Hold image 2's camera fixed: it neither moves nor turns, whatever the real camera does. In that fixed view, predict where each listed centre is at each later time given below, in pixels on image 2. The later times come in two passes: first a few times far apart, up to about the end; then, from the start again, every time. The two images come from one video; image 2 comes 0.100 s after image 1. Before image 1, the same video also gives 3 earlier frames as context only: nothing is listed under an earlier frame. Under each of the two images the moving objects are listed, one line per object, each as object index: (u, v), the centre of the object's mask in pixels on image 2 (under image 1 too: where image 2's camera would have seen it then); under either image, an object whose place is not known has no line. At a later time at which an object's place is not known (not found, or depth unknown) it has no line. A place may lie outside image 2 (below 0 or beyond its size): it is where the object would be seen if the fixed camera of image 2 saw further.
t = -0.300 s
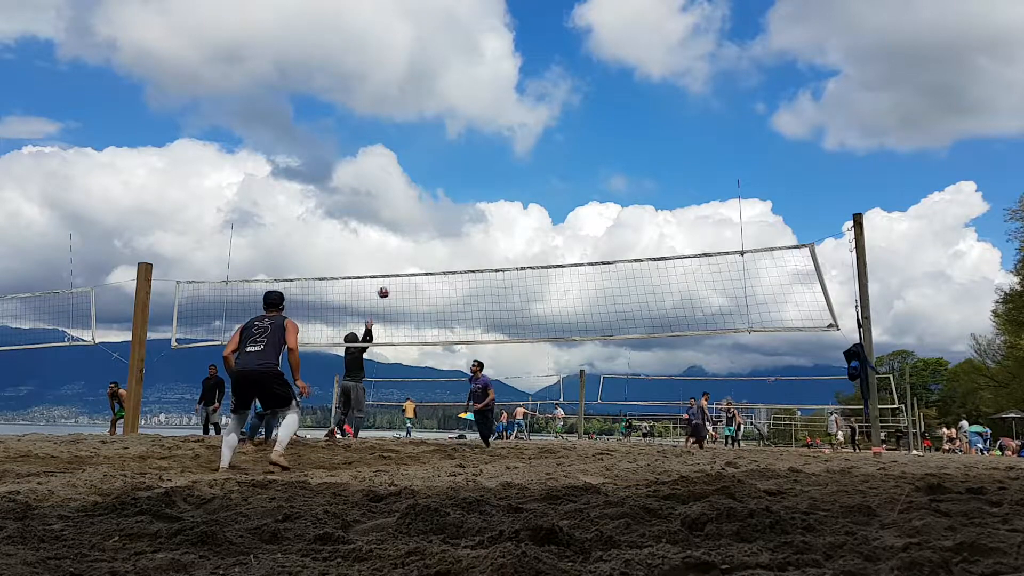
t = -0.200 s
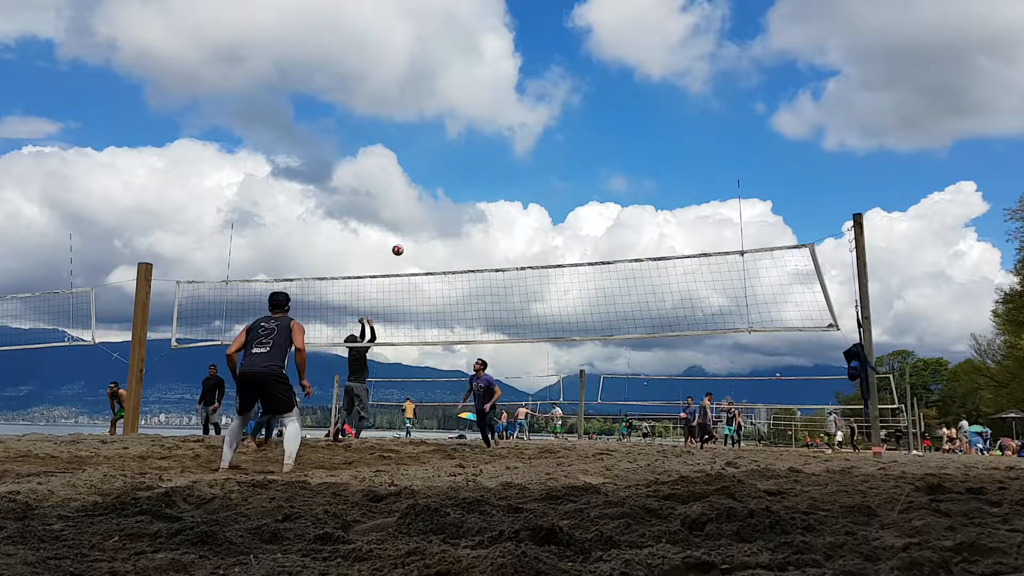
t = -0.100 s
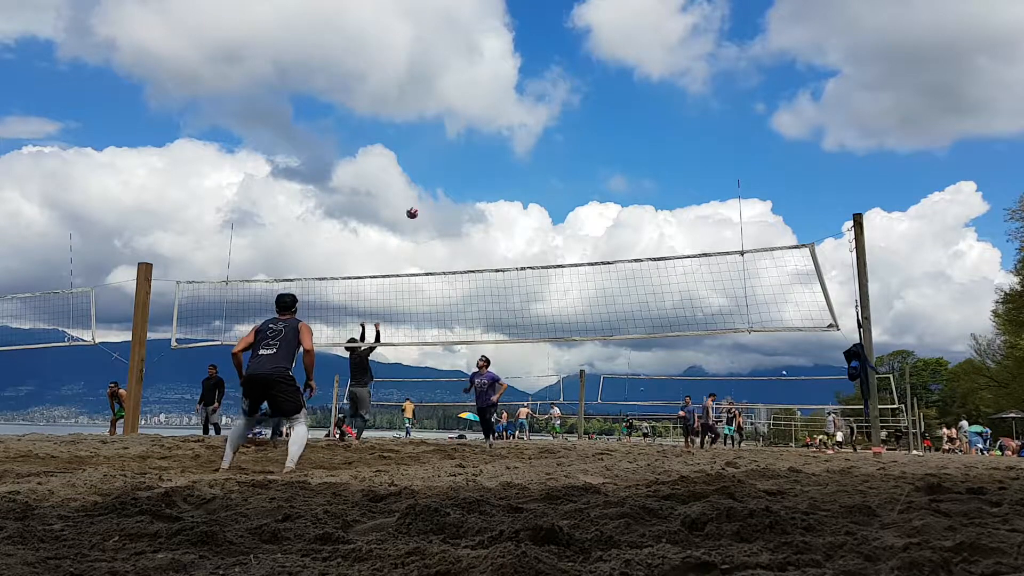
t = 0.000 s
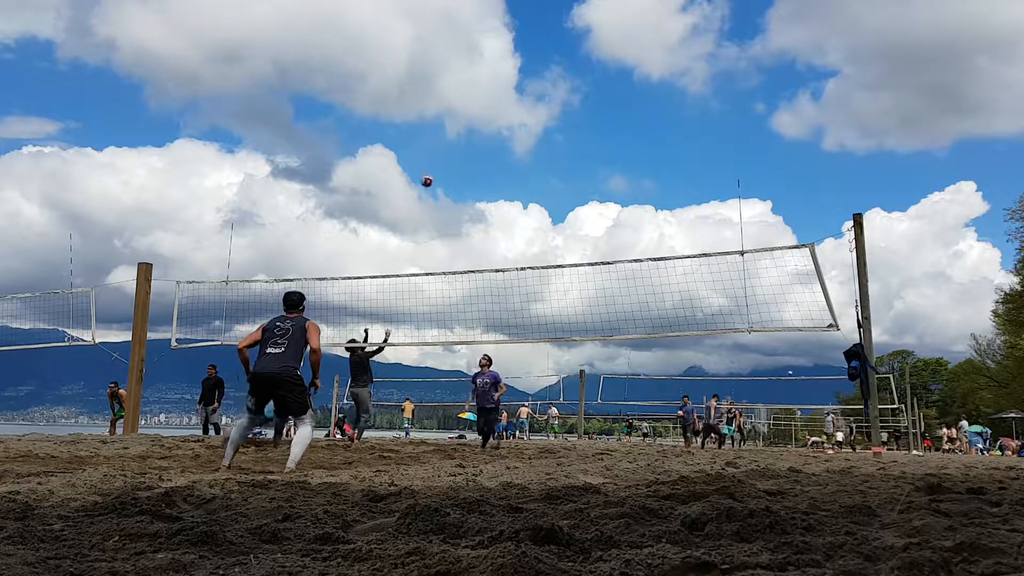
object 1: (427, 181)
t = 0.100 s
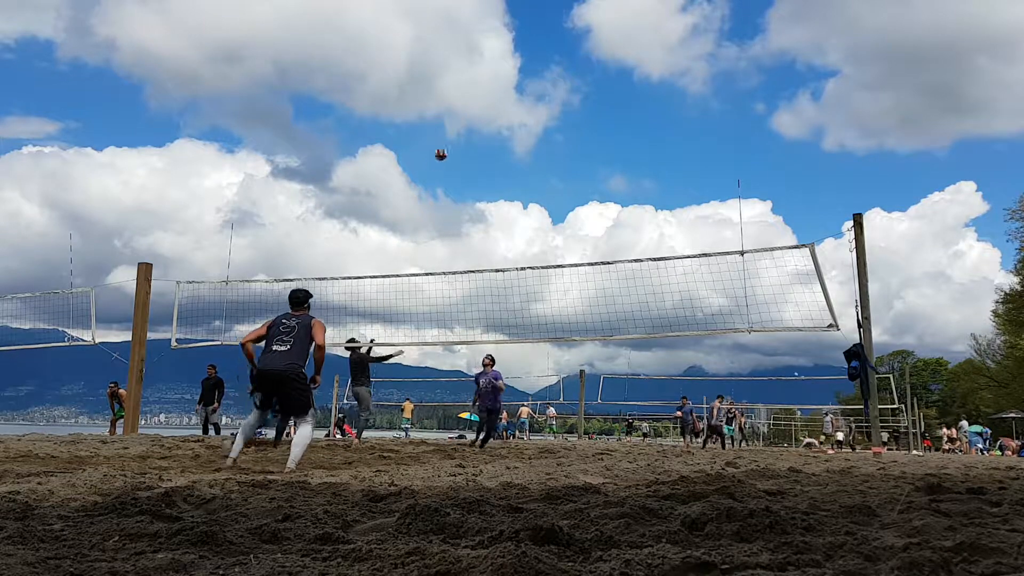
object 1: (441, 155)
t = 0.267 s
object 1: (465, 121)
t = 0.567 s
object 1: (509, 99)
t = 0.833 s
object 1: (550, 123)
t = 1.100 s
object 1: (591, 191)
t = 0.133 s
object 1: (445, 146)
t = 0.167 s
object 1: (450, 140)
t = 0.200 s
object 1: (455, 133)
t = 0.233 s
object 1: (460, 127)
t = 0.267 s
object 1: (465, 121)
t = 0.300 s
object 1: (470, 117)
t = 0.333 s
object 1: (475, 112)
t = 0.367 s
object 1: (480, 108)
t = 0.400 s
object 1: (485, 105)
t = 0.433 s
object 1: (490, 103)
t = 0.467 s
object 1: (494, 101)
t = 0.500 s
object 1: (499, 100)
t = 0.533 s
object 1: (504, 99)
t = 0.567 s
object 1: (509, 99)
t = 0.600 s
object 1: (514, 100)
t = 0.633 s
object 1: (519, 101)
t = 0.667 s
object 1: (524, 103)
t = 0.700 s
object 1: (529, 105)
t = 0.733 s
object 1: (534, 108)
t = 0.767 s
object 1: (539, 112)
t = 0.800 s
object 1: (544, 118)
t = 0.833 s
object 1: (550, 123)
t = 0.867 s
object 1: (554, 128)
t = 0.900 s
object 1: (559, 135)
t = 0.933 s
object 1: (565, 143)
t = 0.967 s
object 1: (570, 151)
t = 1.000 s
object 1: (574, 160)
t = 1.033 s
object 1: (579, 170)
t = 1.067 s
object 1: (585, 180)
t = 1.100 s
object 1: (591, 191)
